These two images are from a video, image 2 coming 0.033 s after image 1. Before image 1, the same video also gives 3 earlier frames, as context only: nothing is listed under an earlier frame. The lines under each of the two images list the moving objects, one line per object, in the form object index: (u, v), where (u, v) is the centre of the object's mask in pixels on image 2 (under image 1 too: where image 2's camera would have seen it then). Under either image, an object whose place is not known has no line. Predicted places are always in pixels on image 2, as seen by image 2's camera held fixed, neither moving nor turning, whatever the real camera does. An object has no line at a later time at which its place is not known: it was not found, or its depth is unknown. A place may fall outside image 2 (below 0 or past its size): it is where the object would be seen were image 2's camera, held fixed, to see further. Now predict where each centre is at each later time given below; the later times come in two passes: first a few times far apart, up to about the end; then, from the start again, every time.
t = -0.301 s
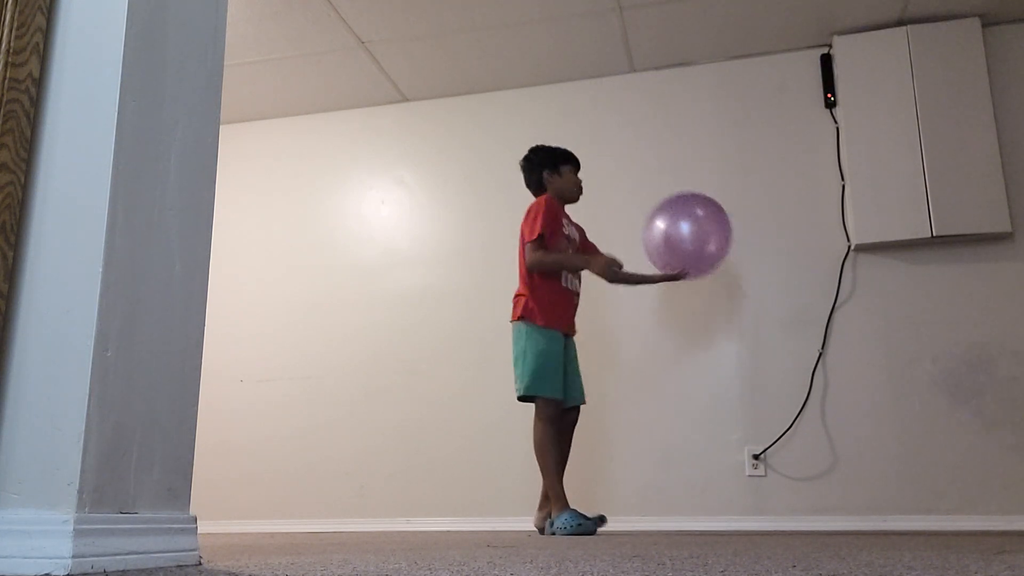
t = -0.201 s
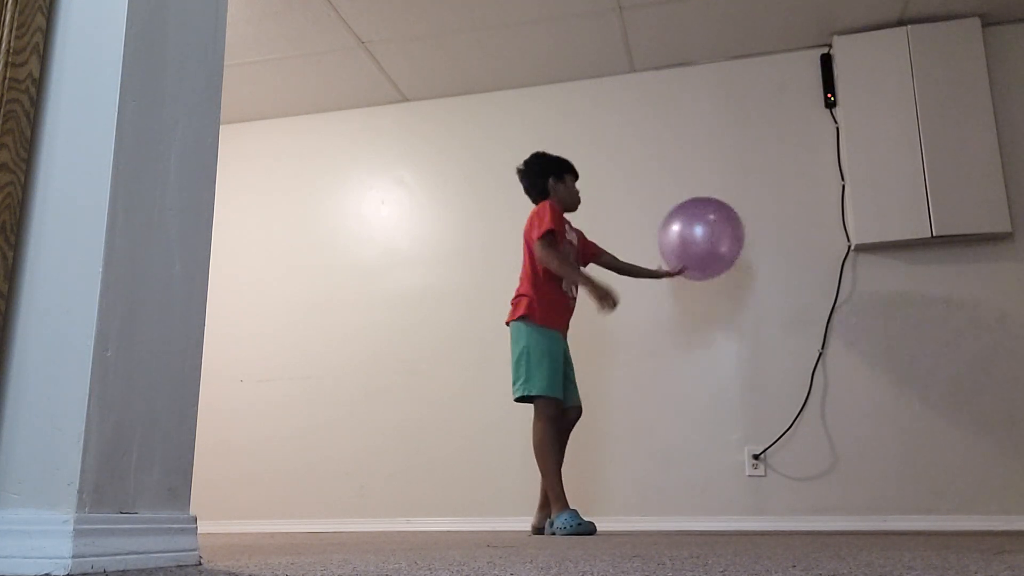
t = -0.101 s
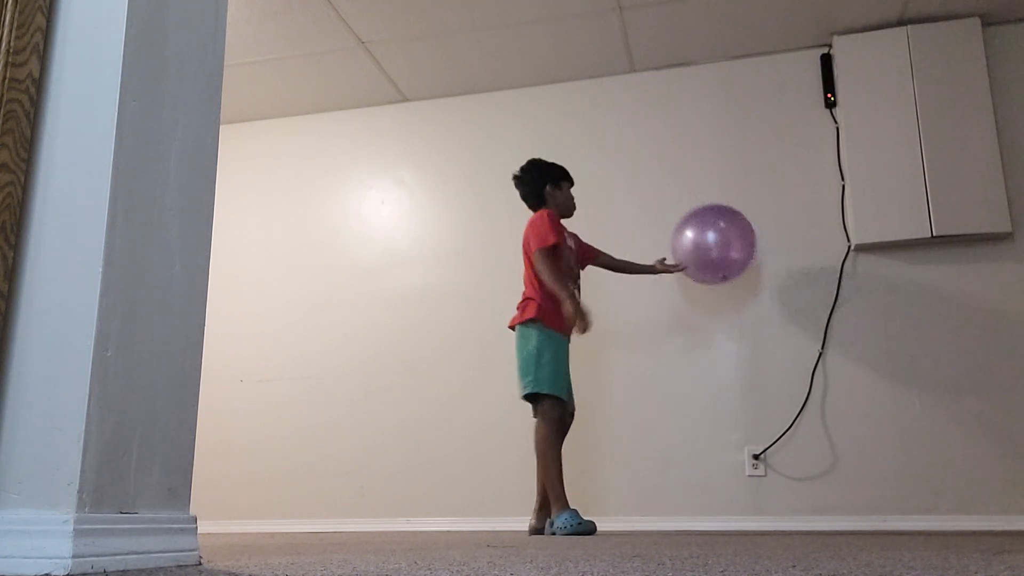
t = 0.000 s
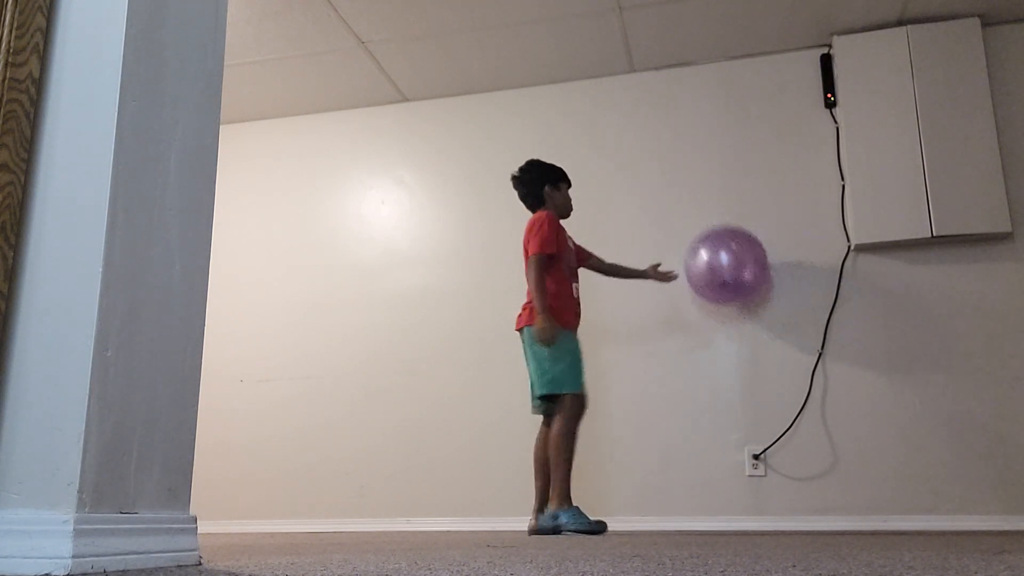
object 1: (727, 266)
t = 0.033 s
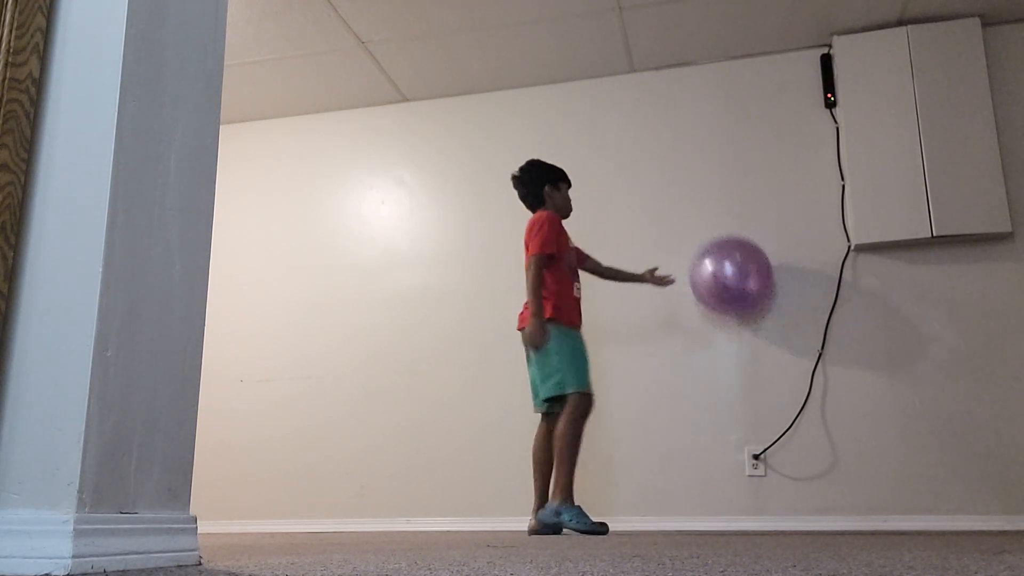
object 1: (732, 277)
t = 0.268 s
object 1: (764, 326)
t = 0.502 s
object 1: (809, 487)
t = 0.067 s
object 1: (736, 283)
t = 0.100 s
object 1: (740, 284)
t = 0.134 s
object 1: (745, 289)
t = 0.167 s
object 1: (749, 295)
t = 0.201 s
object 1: (754, 303)
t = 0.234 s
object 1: (759, 314)
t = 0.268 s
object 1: (764, 326)
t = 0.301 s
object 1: (770, 341)
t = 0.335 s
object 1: (775, 359)
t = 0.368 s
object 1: (781, 379)
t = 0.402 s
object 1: (788, 402)
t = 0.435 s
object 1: (795, 431)
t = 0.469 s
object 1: (801, 458)
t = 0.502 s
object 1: (809, 487)
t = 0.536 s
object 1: (812, 468)
